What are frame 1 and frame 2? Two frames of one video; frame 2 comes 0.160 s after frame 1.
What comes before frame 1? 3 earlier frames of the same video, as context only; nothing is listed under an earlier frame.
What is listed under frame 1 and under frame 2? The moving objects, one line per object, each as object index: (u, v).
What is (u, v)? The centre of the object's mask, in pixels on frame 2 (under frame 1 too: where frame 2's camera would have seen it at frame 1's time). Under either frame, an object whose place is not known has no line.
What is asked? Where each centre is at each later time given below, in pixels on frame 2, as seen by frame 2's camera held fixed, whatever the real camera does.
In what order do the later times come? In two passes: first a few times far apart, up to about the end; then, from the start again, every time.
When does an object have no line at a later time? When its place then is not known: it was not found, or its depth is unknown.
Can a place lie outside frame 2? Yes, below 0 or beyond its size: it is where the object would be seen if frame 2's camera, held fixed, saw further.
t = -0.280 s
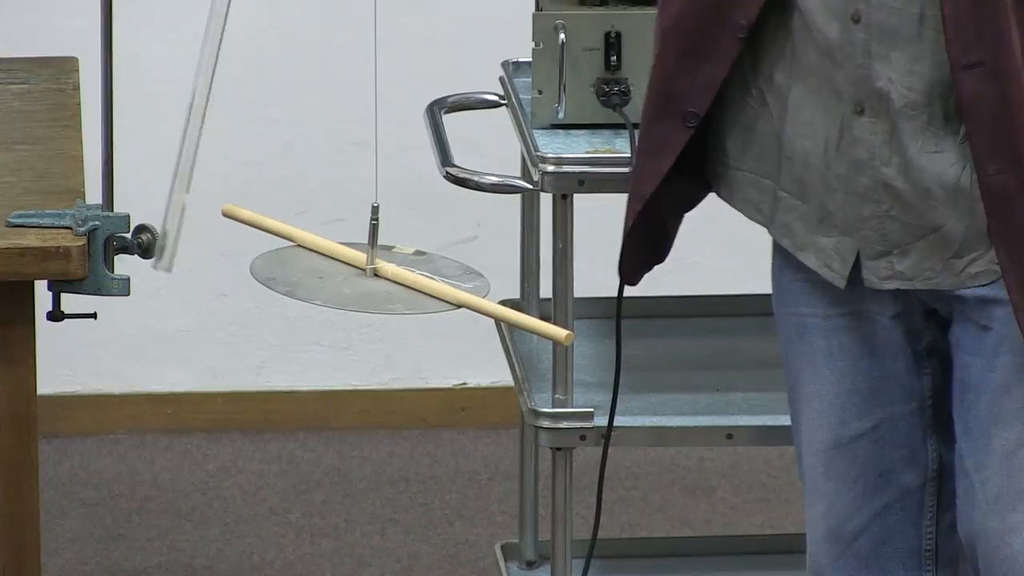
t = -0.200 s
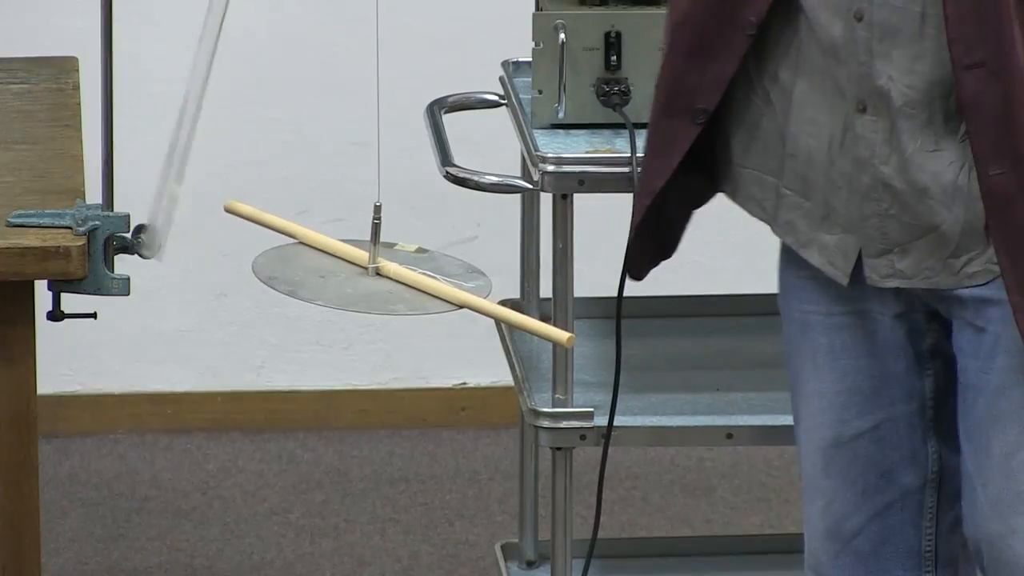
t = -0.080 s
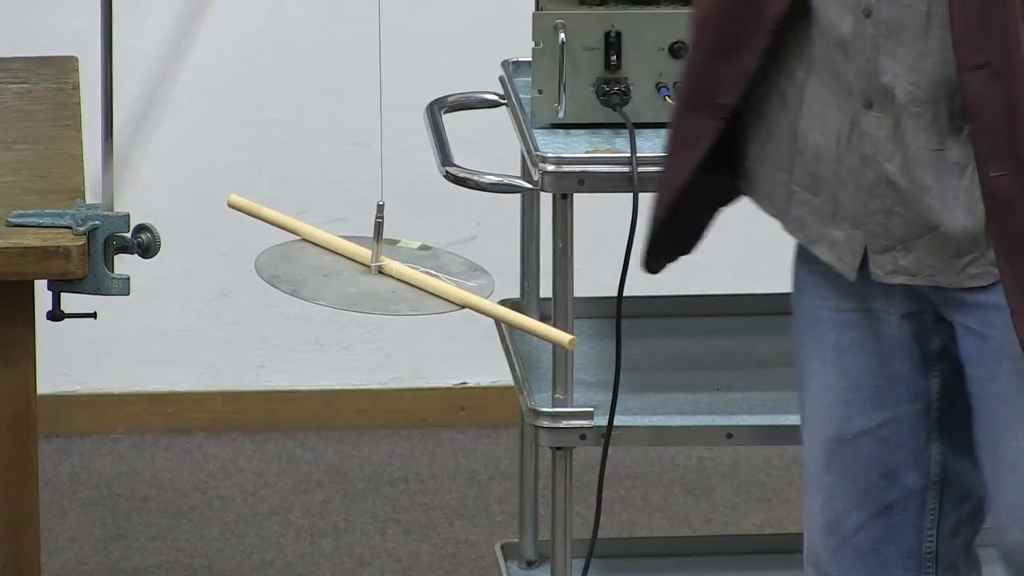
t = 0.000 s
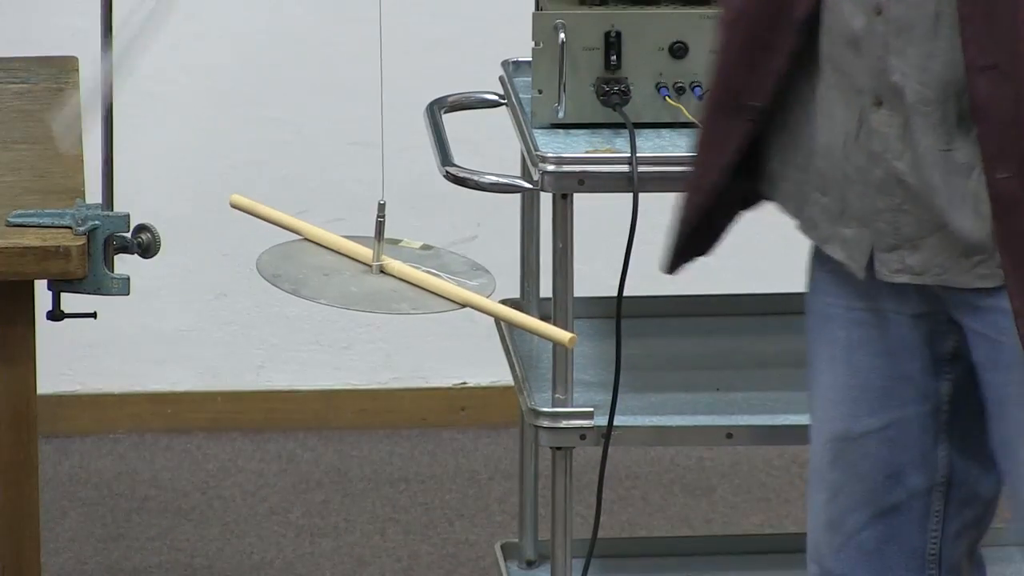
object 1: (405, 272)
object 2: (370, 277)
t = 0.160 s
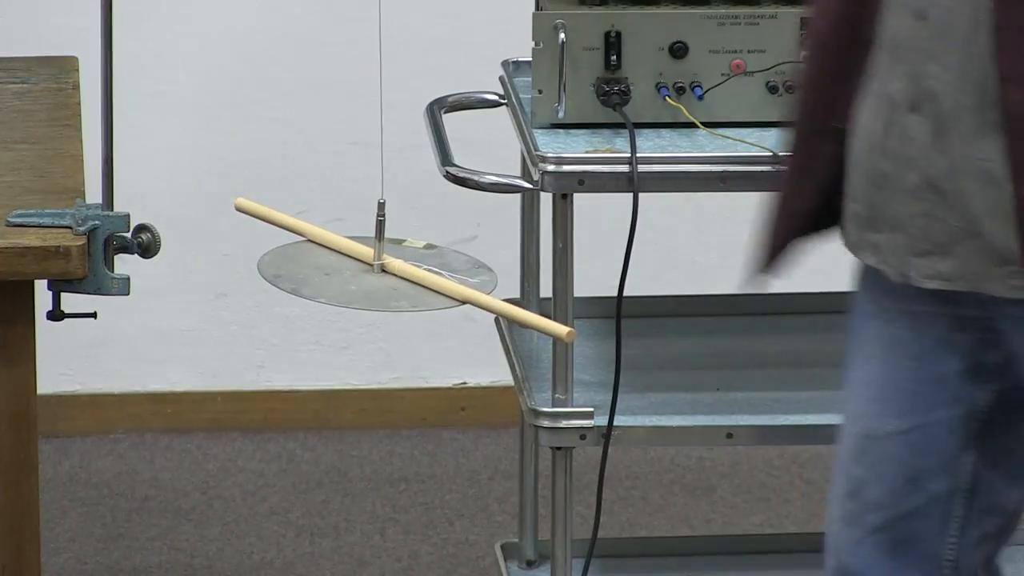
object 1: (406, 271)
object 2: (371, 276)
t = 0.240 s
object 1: (407, 271)
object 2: (372, 276)
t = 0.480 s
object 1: (404, 273)
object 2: (370, 276)
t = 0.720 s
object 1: (398, 275)
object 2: (365, 278)
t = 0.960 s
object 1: (394, 280)
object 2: (362, 279)
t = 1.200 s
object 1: (391, 282)
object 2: (363, 279)
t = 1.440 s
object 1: (392, 285)
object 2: (368, 277)
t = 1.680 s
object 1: (390, 278)
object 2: (375, 275)
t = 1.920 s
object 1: (388, 277)
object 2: (379, 273)
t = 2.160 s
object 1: (382, 277)
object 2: (374, 271)
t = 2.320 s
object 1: (378, 278)
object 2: (372, 270)
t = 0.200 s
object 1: (407, 271)
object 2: (372, 276)
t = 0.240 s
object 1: (407, 271)
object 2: (372, 276)
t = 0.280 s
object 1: (407, 271)
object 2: (371, 275)
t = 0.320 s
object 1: (407, 271)
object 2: (371, 275)
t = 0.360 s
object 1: (406, 271)
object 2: (371, 275)
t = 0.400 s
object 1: (406, 272)
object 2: (371, 276)
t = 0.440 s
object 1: (405, 273)
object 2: (371, 276)
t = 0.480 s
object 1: (404, 273)
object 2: (370, 276)
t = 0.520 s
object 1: (402, 273)
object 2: (369, 276)
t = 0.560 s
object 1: (402, 274)
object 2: (369, 276)
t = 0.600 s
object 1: (400, 274)
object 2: (368, 277)
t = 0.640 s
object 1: (399, 274)
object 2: (367, 277)
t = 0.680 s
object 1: (399, 275)
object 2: (366, 277)
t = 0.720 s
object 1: (398, 275)
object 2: (365, 278)
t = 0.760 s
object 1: (398, 276)
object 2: (364, 278)
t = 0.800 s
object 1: (397, 277)
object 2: (364, 278)
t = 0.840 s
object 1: (396, 277)
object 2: (363, 278)
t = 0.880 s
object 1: (394, 278)
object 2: (363, 278)
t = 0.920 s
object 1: (395, 279)
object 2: (362, 279)
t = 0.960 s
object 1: (394, 280)
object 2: (362, 279)
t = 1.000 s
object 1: (393, 280)
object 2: (362, 279)
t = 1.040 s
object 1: (392, 280)
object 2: (362, 279)
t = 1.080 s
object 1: (392, 281)
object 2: (362, 279)
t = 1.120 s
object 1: (391, 282)
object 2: (363, 279)
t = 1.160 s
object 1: (391, 281)
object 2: (363, 279)
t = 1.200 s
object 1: (391, 282)
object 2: (363, 279)
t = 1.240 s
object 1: (391, 282)
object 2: (364, 279)
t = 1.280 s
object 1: (391, 282)
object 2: (364, 278)
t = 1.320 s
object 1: (391, 282)
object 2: (365, 278)
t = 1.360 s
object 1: (391, 282)
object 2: (366, 278)
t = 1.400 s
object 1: (391, 283)
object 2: (367, 277)
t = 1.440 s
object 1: (392, 285)
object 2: (368, 277)
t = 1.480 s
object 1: (392, 286)
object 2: (369, 277)
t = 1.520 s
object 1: (393, 288)
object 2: (370, 276)
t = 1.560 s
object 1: (396, 305)
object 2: (371, 276)
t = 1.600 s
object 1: (392, 291)
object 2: (372, 276)
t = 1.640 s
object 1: (391, 285)
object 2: (374, 275)
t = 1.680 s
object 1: (390, 278)
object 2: (375, 275)
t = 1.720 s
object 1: (390, 279)
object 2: (376, 275)
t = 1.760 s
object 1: (390, 279)
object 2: (377, 274)
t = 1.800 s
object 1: (389, 278)
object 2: (377, 274)
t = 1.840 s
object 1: (389, 278)
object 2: (378, 274)
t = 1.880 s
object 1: (389, 277)
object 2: (378, 273)
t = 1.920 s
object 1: (388, 277)
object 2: (379, 273)
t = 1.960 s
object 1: (387, 277)
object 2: (378, 273)
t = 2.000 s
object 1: (386, 277)
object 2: (377, 273)
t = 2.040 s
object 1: (385, 277)
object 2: (376, 273)
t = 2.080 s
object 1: (385, 276)
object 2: (376, 272)
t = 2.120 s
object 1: (384, 276)
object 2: (376, 270)
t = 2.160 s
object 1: (382, 277)
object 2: (374, 271)
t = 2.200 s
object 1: (381, 277)
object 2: (373, 271)
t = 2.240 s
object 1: (380, 278)
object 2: (373, 271)
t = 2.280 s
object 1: (379, 278)
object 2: (373, 269)
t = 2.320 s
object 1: (378, 278)
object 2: (372, 270)
